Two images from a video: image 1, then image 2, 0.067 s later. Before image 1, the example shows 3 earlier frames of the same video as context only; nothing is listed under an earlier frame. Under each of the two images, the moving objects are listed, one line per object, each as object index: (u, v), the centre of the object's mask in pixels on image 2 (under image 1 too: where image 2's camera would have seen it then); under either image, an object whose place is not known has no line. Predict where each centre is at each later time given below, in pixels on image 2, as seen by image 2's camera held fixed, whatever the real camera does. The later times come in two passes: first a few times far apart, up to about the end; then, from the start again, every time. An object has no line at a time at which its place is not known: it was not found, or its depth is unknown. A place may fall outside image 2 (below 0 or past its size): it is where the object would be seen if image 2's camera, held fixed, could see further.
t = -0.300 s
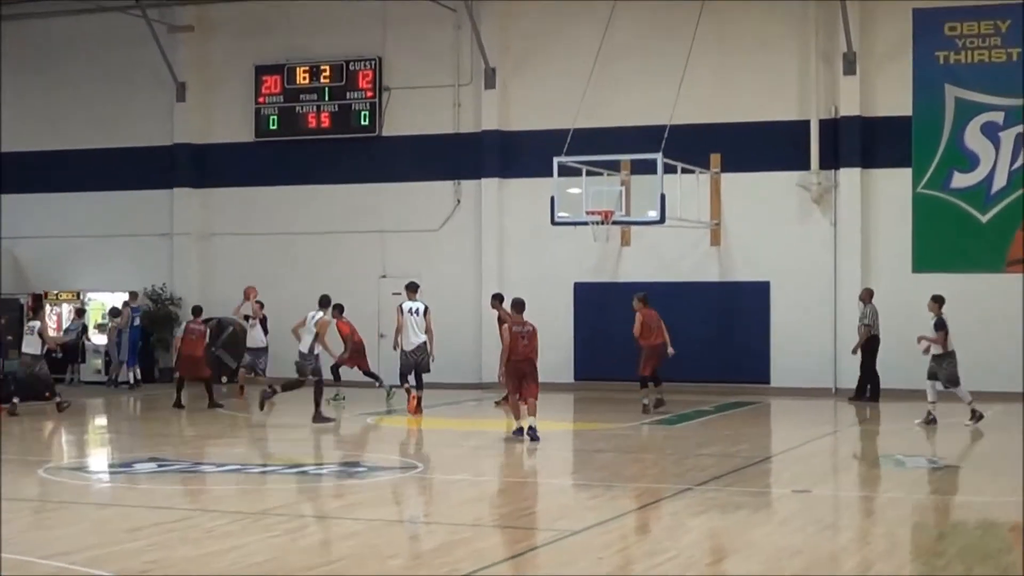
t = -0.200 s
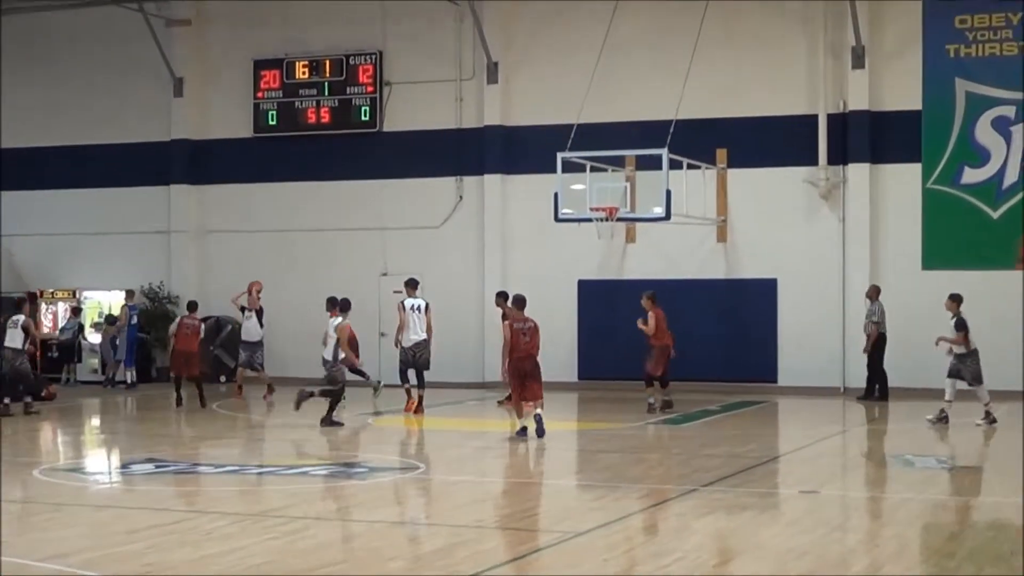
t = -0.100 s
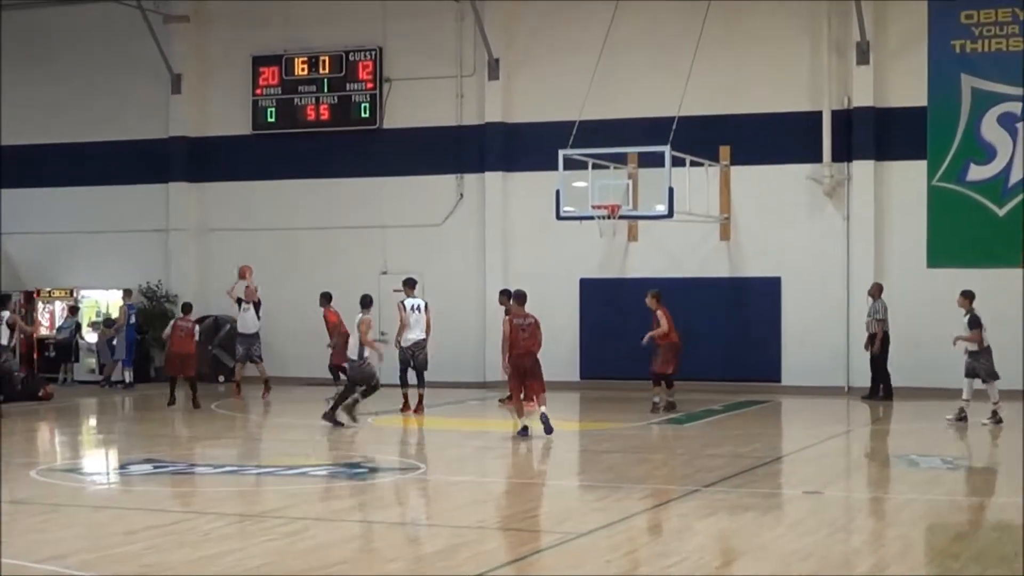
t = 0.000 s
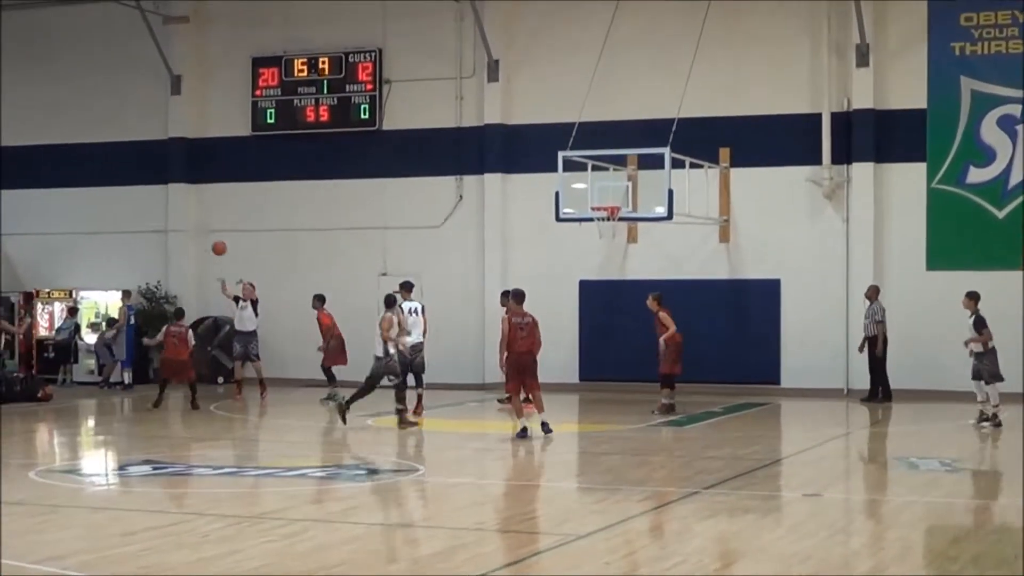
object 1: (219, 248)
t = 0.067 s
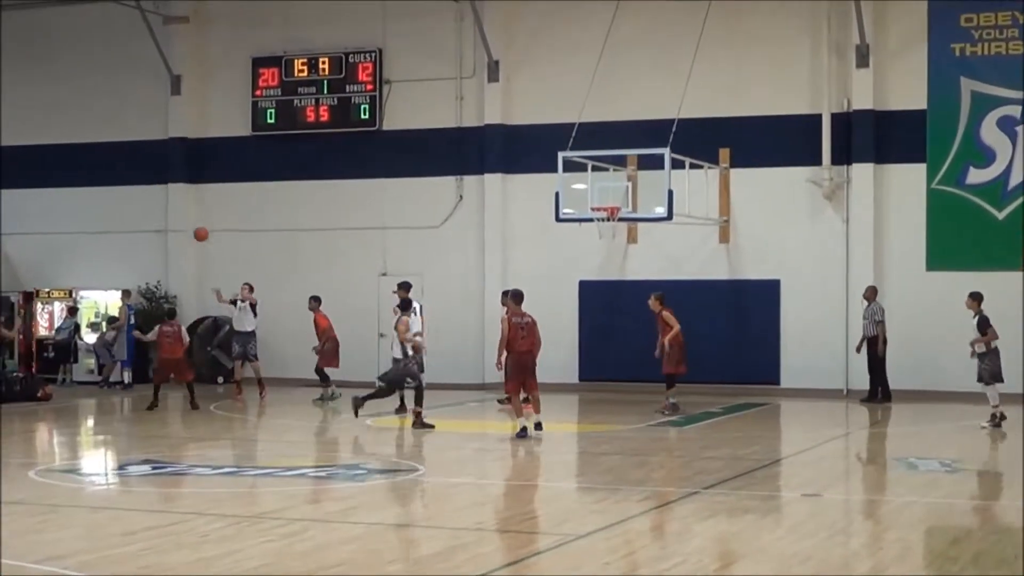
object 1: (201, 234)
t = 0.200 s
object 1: (163, 214)
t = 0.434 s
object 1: (94, 205)
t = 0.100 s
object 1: (192, 228)
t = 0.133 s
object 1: (182, 222)
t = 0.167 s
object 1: (172, 218)
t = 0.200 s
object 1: (163, 214)
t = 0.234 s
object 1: (153, 211)
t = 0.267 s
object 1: (143, 208)
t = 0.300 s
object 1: (134, 206)
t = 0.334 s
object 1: (123, 204)
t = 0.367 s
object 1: (114, 203)
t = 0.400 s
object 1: (104, 204)
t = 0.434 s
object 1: (94, 205)
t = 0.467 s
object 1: (83, 206)
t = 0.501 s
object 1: (73, 209)
